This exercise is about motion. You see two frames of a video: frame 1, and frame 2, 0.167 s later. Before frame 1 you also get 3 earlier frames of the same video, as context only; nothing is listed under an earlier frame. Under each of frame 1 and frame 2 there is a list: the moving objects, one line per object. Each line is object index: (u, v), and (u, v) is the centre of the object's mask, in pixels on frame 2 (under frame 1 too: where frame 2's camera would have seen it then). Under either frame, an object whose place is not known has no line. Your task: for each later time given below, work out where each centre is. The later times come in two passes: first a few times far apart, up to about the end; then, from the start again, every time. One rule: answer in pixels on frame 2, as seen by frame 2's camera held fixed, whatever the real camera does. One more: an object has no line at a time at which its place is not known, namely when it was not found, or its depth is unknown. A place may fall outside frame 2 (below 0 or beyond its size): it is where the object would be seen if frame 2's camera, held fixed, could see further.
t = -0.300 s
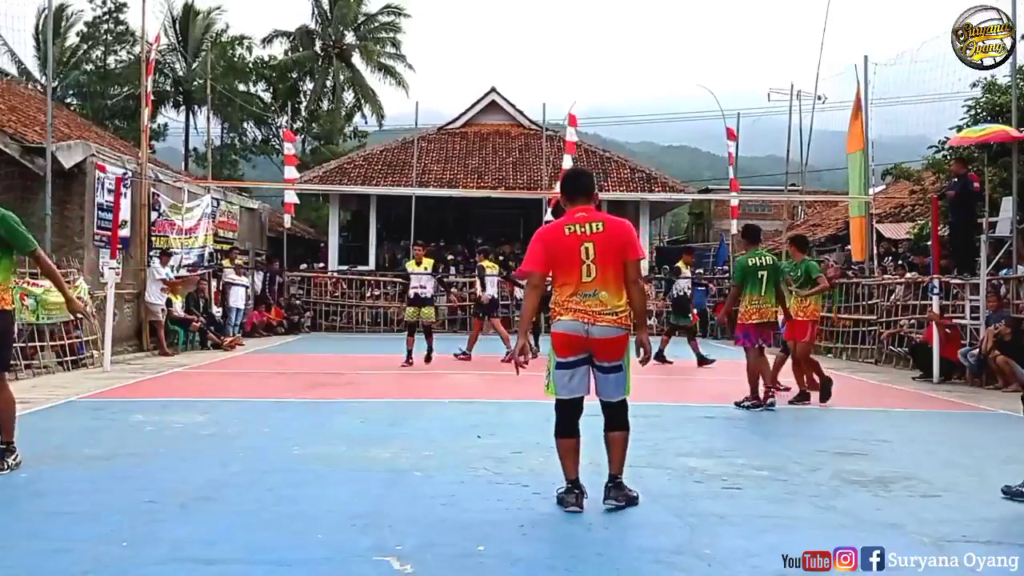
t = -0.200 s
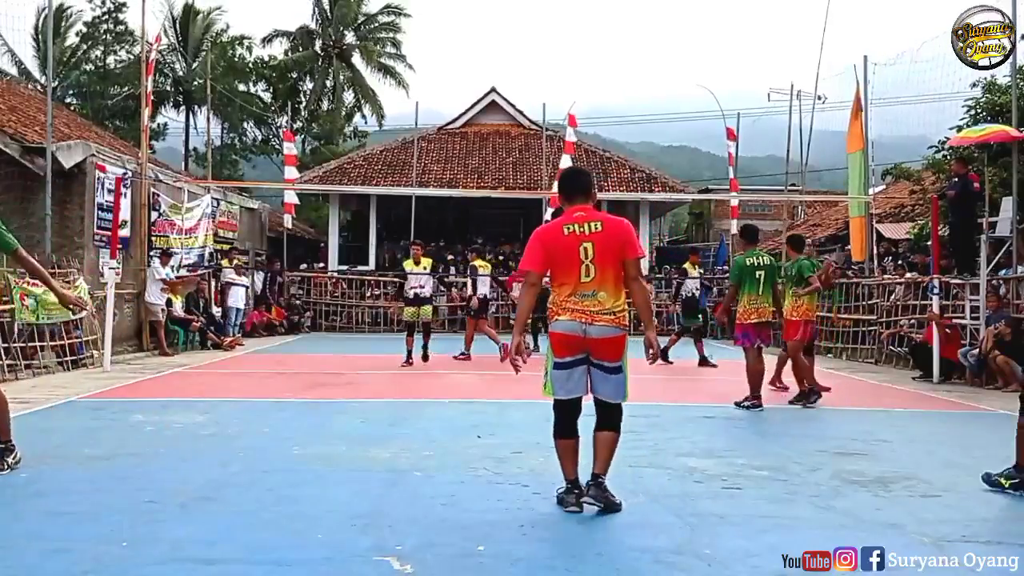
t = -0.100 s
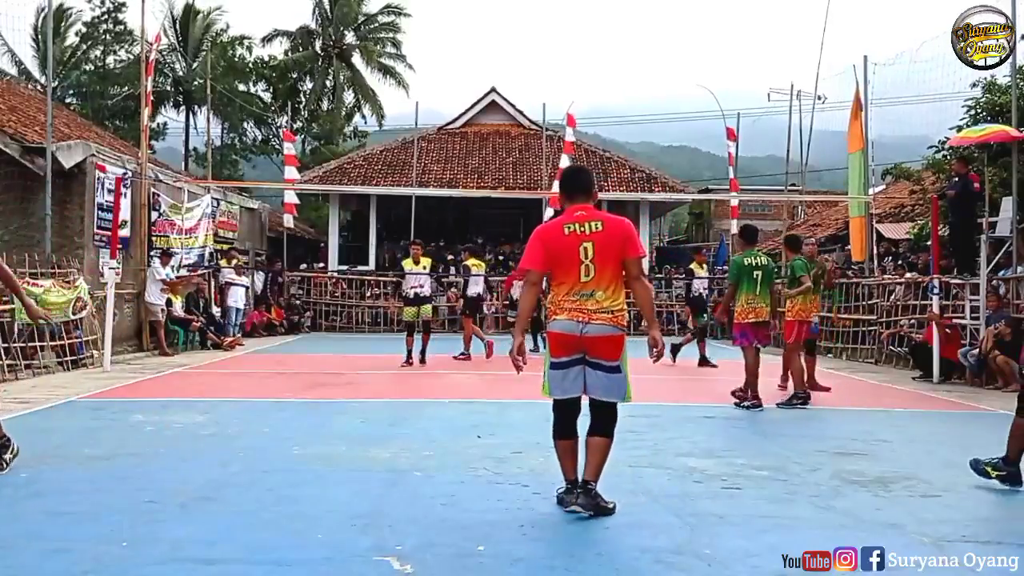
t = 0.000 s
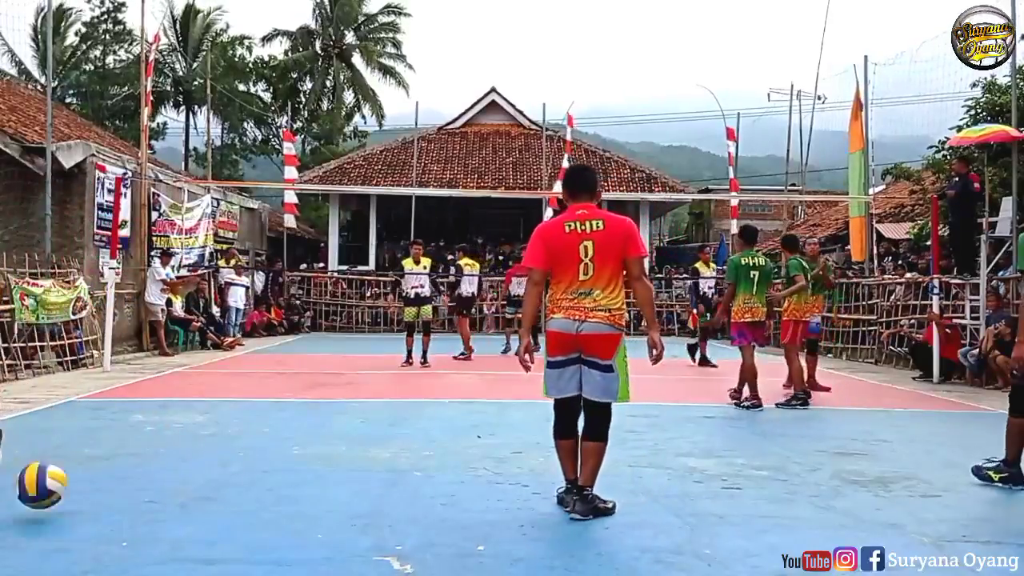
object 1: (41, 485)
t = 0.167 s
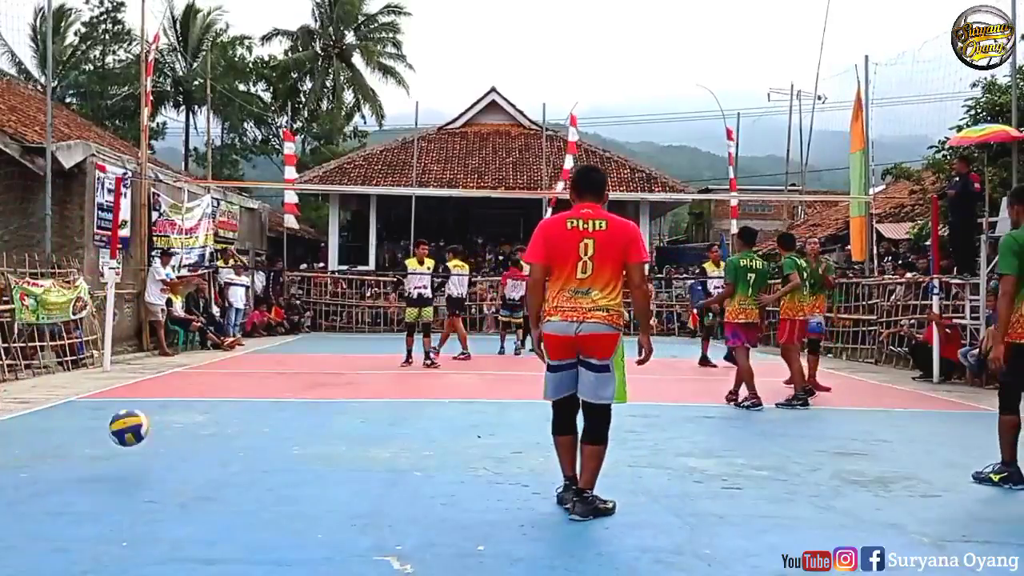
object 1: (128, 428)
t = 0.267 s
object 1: (162, 413)
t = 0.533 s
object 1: (221, 388)
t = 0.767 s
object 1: (252, 388)
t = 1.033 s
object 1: (278, 368)
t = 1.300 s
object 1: (299, 360)
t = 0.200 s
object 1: (140, 421)
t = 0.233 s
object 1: (152, 416)
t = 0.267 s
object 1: (162, 413)
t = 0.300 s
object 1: (172, 413)
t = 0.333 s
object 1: (181, 414)
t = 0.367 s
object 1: (189, 417)
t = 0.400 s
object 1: (197, 421)
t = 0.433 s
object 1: (203, 411)
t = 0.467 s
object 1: (209, 401)
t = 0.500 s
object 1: (216, 393)
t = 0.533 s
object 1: (221, 388)
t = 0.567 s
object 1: (226, 384)
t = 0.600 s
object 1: (231, 381)
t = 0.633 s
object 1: (235, 379)
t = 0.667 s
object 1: (240, 380)
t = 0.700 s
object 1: (244, 381)
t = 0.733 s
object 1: (248, 384)
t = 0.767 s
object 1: (252, 388)
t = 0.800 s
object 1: (256, 388)
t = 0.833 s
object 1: (259, 381)
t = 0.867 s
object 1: (262, 376)
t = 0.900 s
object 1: (266, 372)
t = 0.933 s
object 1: (270, 369)
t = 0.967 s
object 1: (272, 368)
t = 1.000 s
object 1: (275, 367)
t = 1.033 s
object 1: (278, 368)
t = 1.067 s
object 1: (281, 370)
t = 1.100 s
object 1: (284, 373)
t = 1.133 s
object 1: (286, 372)
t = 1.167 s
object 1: (289, 368)
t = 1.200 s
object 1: (291, 364)
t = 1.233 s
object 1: (294, 362)
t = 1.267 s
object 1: (297, 360)
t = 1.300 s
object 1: (299, 360)
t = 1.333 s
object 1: (301, 360)
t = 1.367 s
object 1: (303, 362)
